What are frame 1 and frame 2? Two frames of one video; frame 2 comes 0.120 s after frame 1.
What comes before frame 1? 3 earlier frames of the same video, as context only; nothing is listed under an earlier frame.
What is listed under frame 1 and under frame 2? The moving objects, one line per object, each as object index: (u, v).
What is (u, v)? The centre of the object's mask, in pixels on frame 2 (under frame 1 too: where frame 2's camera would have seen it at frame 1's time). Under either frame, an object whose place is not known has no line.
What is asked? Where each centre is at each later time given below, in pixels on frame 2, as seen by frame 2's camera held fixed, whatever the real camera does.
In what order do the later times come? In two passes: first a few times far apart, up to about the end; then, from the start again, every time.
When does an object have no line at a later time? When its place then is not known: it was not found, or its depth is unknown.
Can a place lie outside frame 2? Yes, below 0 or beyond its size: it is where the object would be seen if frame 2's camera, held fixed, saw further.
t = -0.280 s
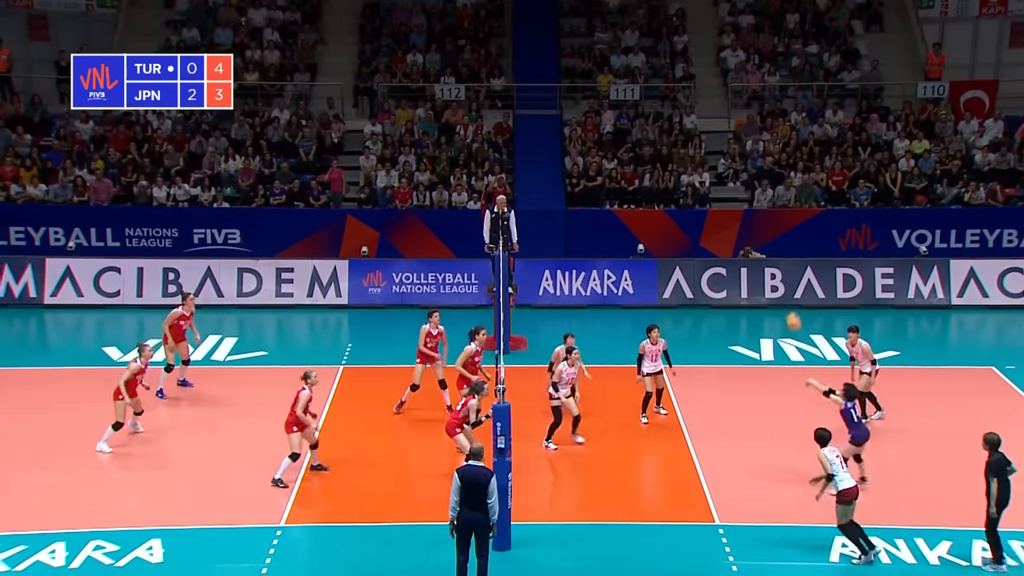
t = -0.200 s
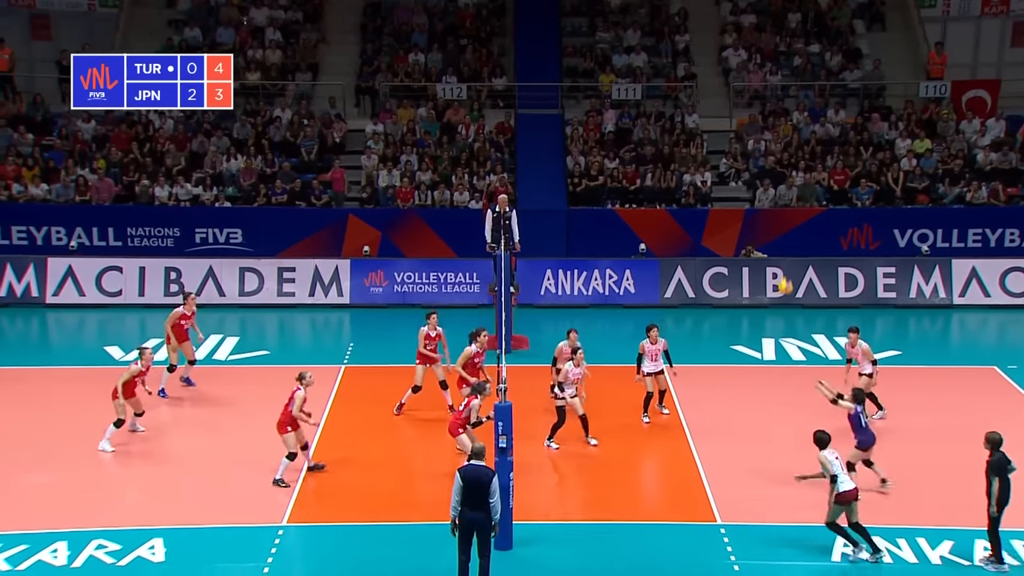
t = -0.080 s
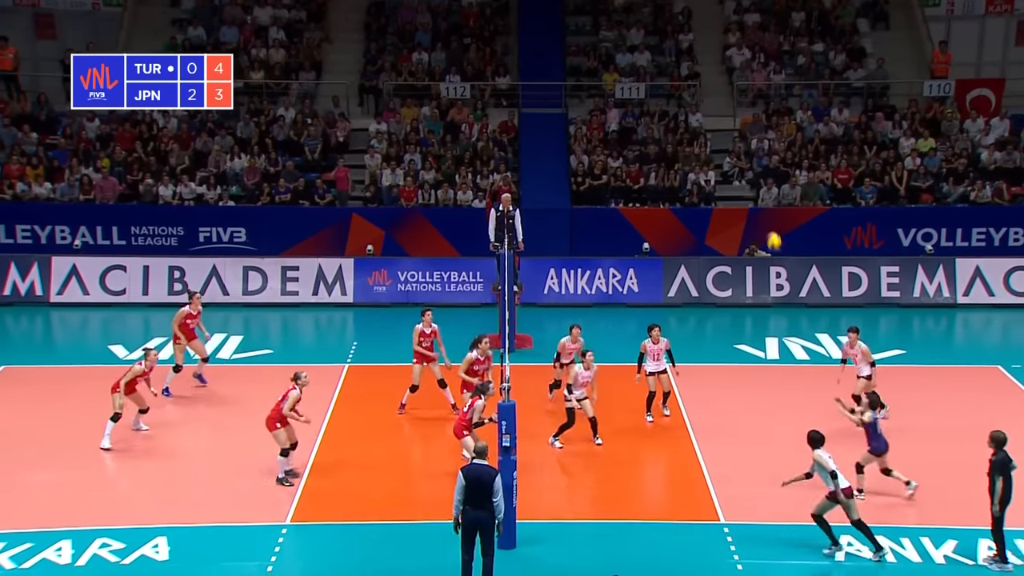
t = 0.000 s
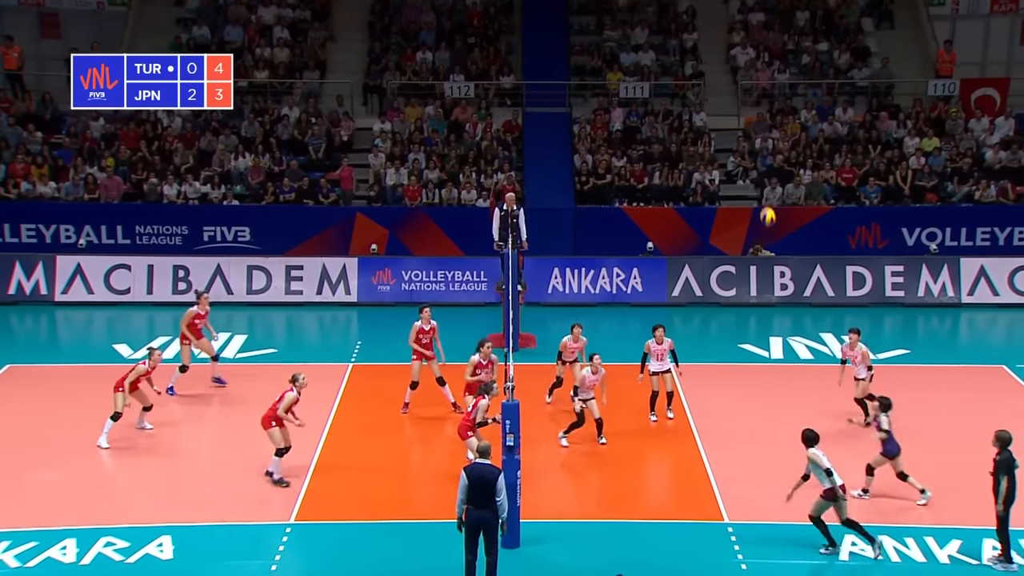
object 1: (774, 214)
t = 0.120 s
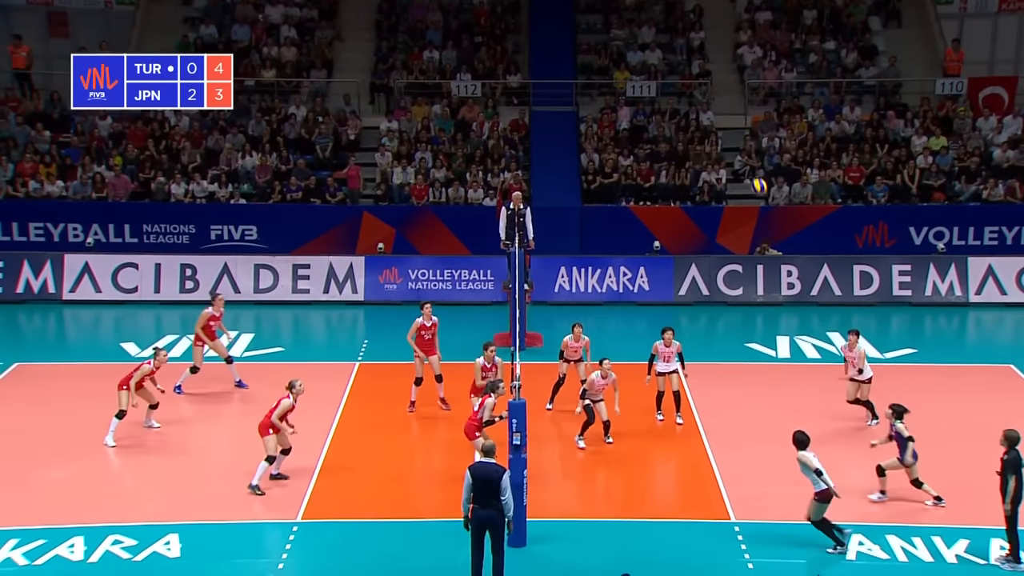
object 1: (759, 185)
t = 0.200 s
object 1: (747, 173)
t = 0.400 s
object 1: (720, 159)
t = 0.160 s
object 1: (753, 178)
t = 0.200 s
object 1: (747, 173)
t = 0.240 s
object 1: (742, 168)
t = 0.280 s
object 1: (737, 164)
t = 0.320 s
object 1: (732, 161)
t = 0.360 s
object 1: (726, 159)
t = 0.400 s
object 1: (720, 159)
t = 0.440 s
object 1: (715, 160)
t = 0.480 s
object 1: (710, 161)
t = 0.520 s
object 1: (704, 164)
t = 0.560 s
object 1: (698, 168)
